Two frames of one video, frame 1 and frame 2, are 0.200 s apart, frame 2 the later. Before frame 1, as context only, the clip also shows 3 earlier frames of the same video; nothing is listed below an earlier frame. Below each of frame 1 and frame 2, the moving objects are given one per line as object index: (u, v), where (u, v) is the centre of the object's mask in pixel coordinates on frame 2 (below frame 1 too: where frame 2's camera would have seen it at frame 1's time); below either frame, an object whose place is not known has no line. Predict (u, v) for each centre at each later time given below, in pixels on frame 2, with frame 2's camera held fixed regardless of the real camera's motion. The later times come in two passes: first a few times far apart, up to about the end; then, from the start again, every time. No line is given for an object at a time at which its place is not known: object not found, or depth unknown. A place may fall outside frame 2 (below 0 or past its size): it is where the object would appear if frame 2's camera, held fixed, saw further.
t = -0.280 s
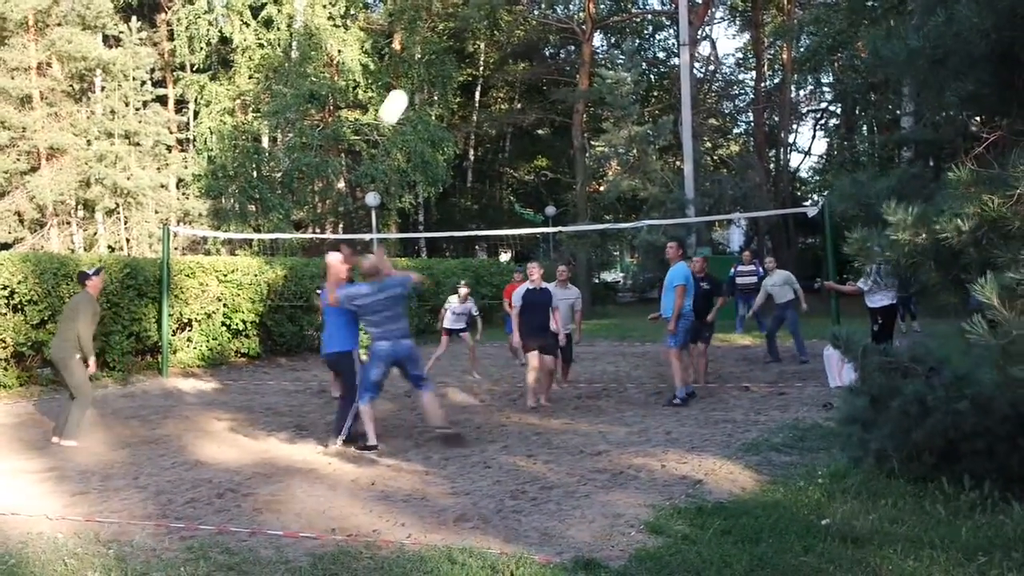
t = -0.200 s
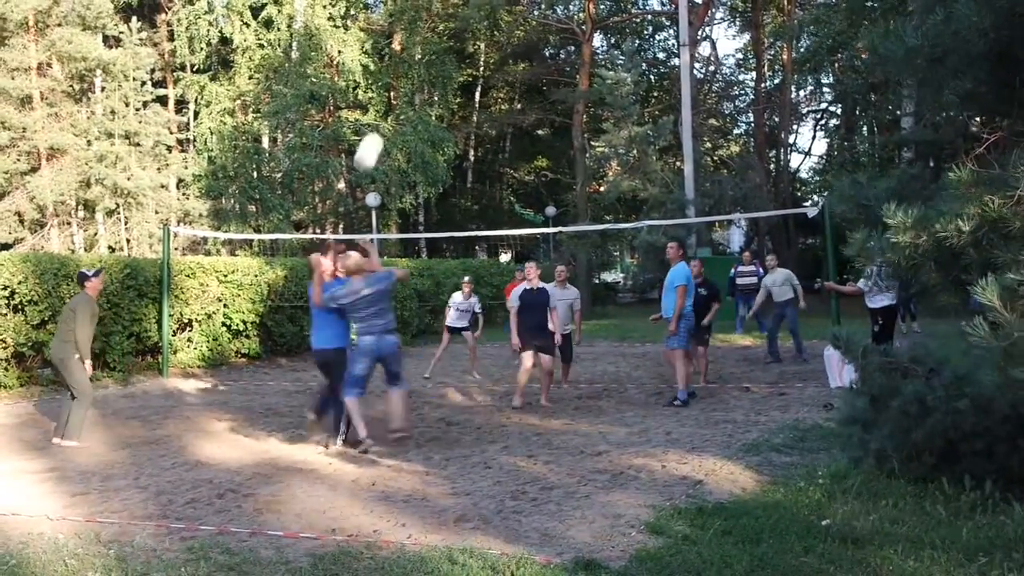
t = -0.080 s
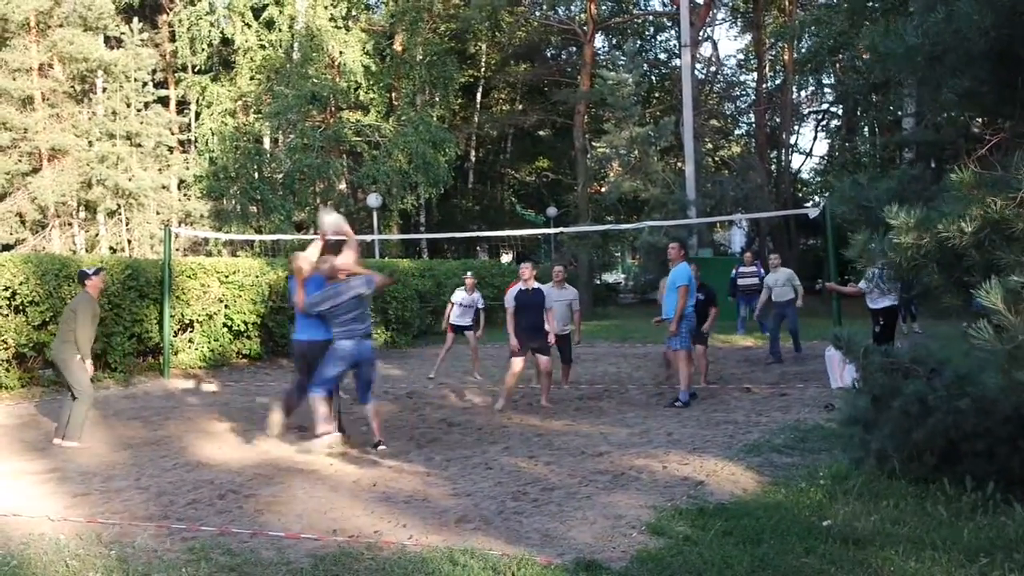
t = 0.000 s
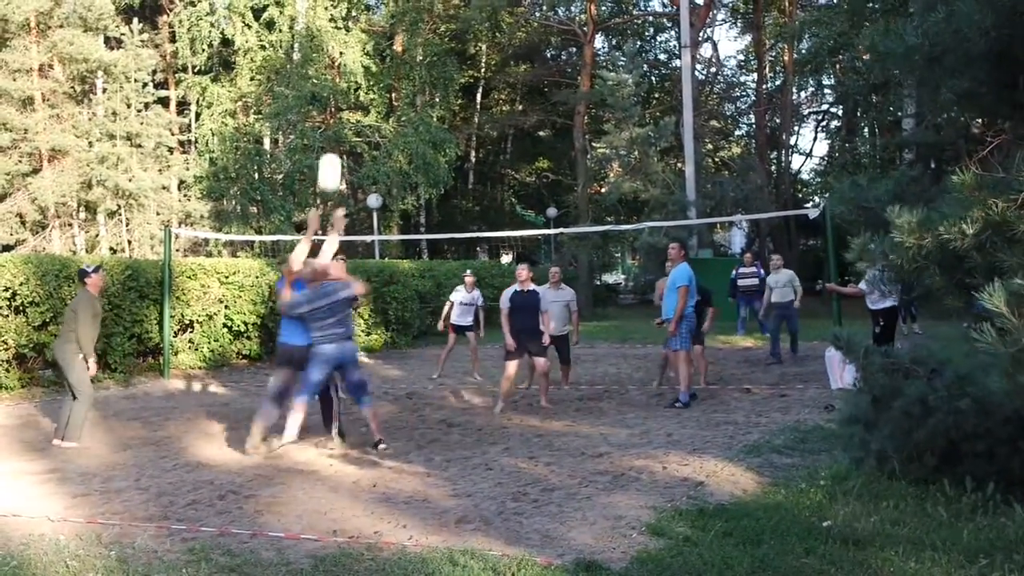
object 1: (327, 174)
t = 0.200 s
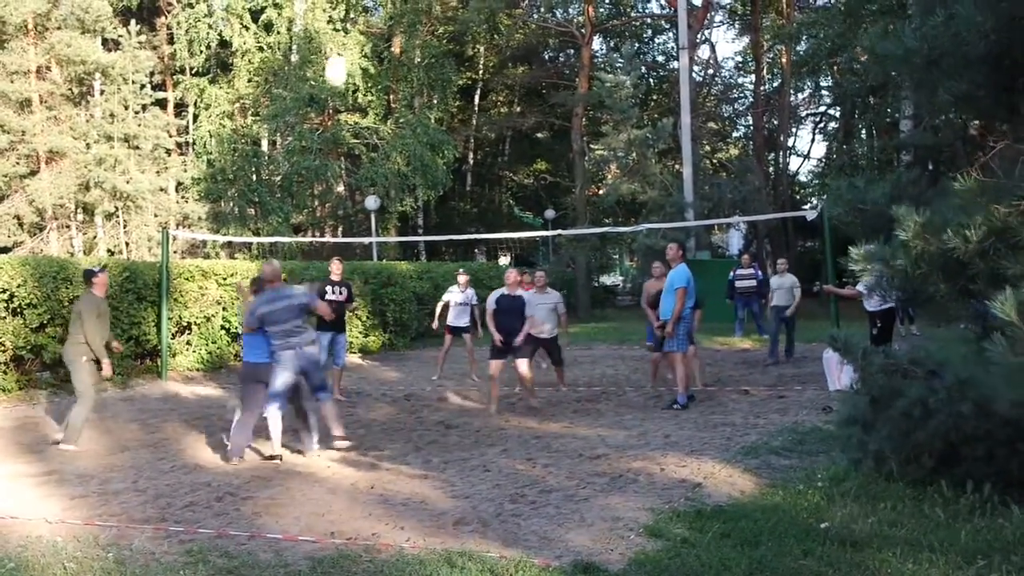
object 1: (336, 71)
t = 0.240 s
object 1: (337, 56)
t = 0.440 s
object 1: (347, 11)
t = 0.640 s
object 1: (357, 6)
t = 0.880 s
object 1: (369, 46)
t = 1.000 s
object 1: (375, 85)
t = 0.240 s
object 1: (337, 56)
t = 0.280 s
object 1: (339, 43)
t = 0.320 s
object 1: (342, 32)
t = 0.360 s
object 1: (343, 23)
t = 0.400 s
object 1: (345, 16)
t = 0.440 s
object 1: (347, 11)
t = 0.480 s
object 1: (349, 7)
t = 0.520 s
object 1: (351, 5)
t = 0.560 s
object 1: (353, 5)
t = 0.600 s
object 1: (355, 5)
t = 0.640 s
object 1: (357, 6)
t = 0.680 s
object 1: (358, 8)
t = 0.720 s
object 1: (360, 13)
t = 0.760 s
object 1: (363, 20)
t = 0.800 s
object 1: (365, 27)
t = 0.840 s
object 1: (366, 35)
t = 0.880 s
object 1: (369, 46)
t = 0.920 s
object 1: (371, 59)
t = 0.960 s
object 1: (373, 72)
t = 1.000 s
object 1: (375, 85)
